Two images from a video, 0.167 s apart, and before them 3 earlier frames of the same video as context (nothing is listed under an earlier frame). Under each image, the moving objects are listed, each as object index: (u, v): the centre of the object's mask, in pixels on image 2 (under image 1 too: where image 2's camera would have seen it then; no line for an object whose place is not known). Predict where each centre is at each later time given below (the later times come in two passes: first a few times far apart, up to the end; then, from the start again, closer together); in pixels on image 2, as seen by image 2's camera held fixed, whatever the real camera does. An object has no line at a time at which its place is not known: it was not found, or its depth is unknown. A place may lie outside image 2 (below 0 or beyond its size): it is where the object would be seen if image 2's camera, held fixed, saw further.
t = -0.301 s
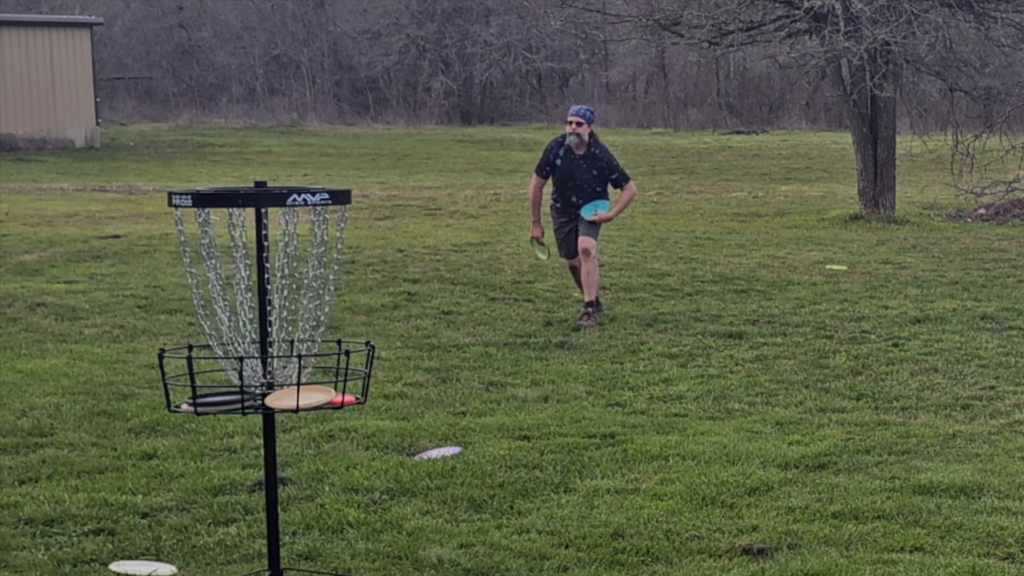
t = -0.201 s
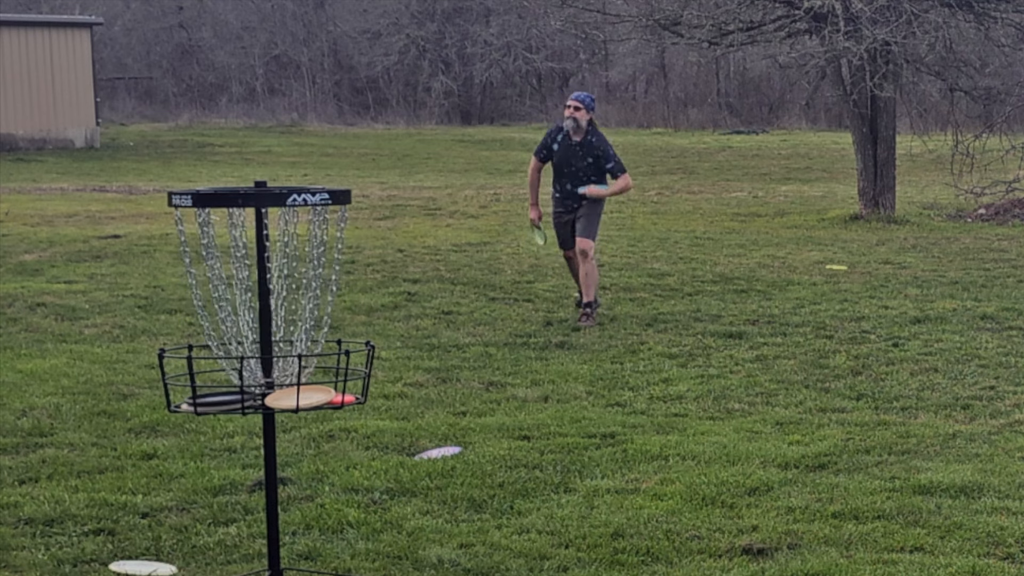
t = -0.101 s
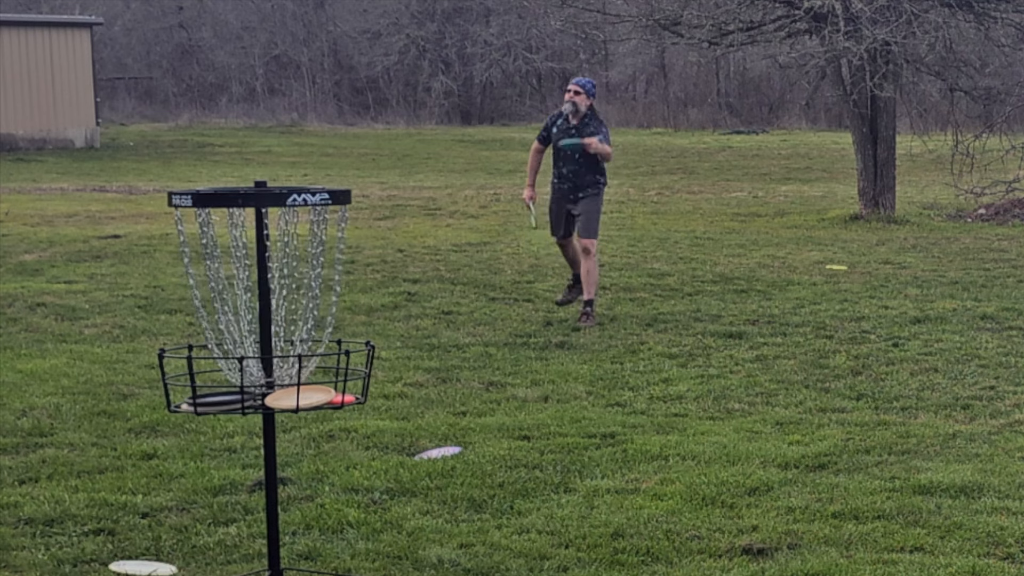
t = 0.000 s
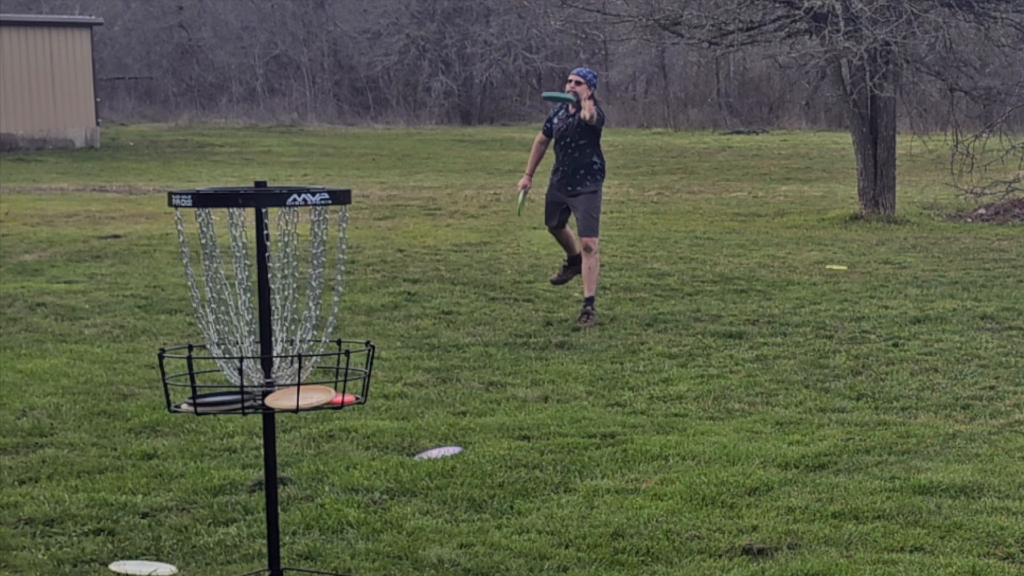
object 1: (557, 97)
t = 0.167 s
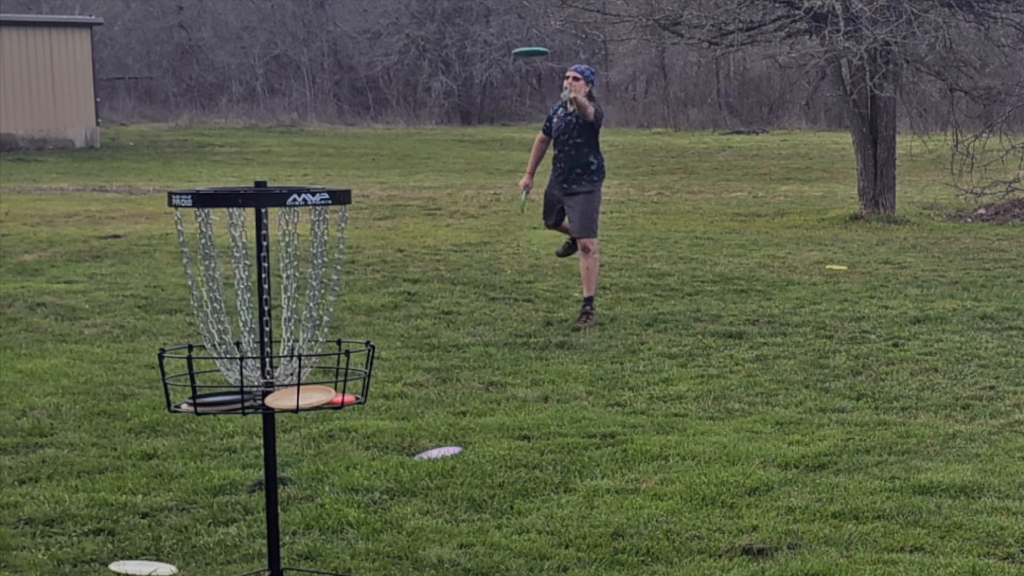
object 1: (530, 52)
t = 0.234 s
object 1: (518, 43)
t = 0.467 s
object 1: (473, 47)
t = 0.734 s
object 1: (413, 116)
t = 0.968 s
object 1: (347, 245)
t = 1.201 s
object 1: (310, 315)
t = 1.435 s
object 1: (323, 368)
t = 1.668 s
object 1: (316, 367)
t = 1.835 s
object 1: (338, 388)
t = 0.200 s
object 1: (524, 47)
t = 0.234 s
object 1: (518, 43)
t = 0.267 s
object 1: (512, 40)
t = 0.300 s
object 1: (506, 39)
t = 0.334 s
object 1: (499, 38)
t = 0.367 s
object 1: (493, 39)
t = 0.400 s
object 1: (488, 41)
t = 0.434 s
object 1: (481, 43)
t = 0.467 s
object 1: (473, 47)
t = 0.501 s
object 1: (466, 52)
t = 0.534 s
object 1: (460, 57)
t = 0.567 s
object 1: (453, 64)
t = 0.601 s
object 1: (445, 72)
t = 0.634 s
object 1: (438, 81)
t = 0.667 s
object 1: (430, 91)
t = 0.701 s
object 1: (422, 103)
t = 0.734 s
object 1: (413, 116)
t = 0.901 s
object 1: (369, 200)
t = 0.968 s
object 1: (347, 245)
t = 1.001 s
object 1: (322, 269)
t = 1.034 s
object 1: (309, 283)
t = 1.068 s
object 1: (304, 289)
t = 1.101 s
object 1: (304, 294)
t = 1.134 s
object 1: (306, 299)
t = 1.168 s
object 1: (308, 307)
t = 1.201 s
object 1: (310, 315)
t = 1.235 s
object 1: (312, 325)
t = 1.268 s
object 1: (317, 334)
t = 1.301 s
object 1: (319, 350)
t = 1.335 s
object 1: (324, 367)
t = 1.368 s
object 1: (324, 377)
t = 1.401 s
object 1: (327, 375)
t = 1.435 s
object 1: (323, 368)
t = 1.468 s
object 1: (319, 364)
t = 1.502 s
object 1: (310, 364)
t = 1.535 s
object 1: (306, 365)
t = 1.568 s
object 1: (310, 365)
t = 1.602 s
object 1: (313, 365)
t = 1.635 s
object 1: (315, 366)
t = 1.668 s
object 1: (316, 367)
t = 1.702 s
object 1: (317, 368)
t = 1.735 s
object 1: (319, 370)
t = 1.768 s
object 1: (322, 375)
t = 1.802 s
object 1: (325, 380)
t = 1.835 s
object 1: (338, 388)
